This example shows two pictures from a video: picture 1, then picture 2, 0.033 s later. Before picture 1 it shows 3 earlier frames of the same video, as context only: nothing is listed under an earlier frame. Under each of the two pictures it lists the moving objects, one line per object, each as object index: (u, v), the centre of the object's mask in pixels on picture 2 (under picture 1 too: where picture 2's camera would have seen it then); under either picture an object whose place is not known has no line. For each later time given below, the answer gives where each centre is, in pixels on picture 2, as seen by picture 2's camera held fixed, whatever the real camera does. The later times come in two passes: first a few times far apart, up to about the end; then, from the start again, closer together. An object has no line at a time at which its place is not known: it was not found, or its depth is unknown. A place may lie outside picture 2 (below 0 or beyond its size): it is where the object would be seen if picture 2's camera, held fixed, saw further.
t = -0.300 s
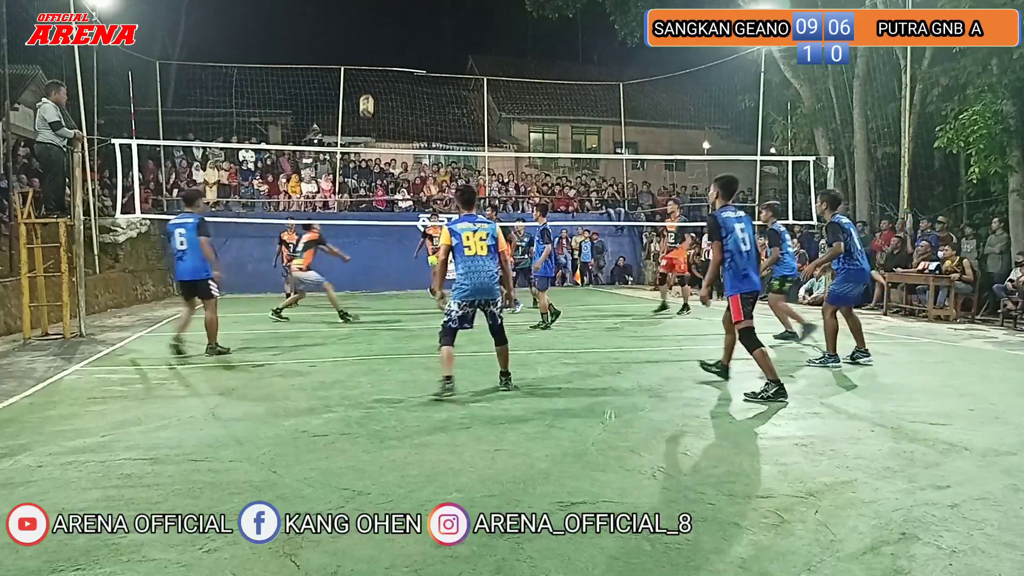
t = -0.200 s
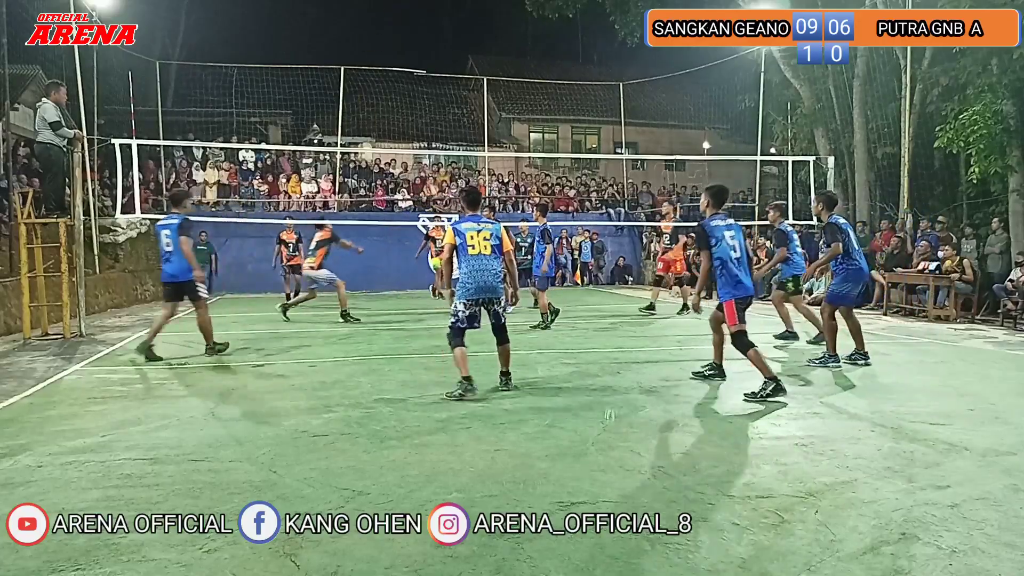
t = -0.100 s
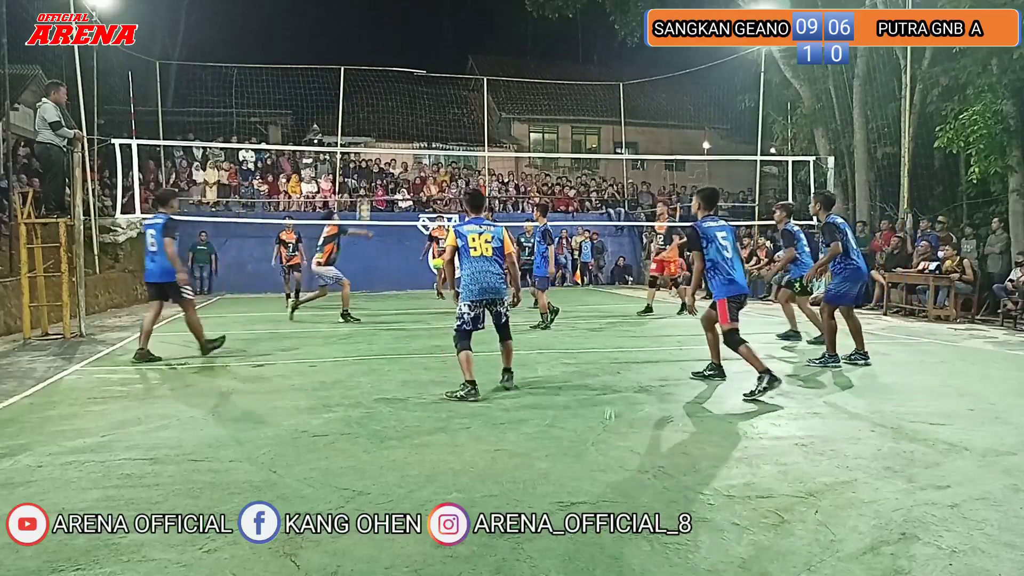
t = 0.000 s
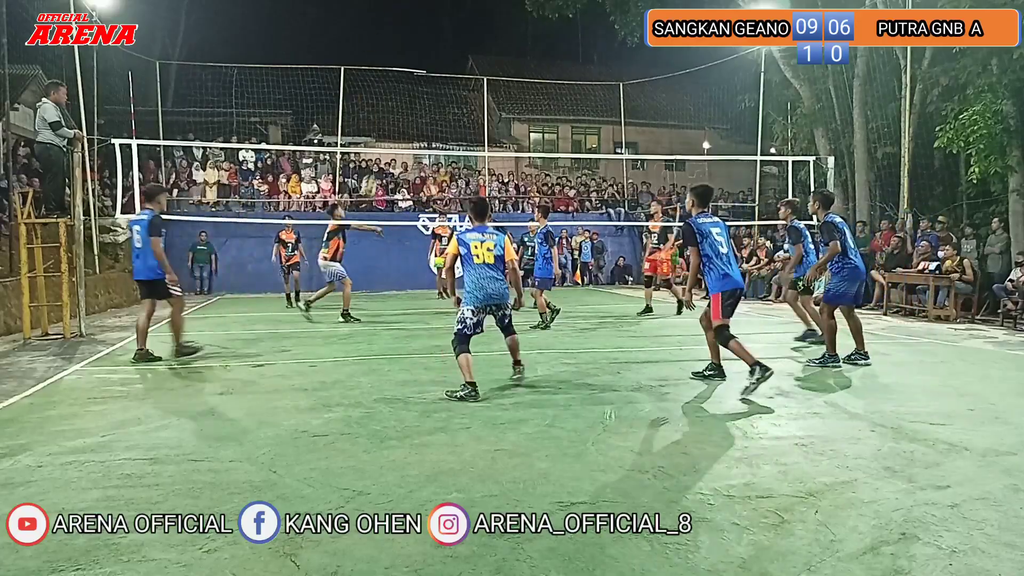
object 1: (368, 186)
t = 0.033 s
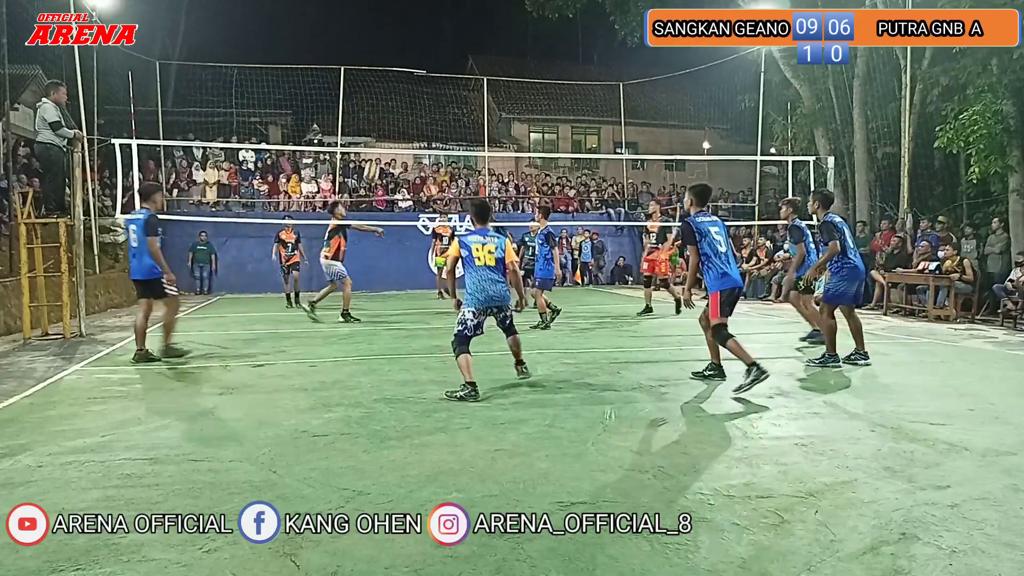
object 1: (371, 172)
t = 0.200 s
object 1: (384, 107)
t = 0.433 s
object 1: (404, 44)
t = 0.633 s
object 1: (424, 18)
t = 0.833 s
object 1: (446, 24)
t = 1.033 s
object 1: (471, 70)
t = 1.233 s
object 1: (500, 158)
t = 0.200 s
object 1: (384, 107)
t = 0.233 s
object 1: (387, 96)
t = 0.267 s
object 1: (389, 87)
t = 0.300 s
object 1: (392, 78)
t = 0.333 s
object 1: (395, 67)
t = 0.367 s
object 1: (398, 58)
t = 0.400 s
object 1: (401, 51)
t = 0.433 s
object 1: (404, 44)
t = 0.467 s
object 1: (407, 38)
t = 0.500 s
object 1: (411, 32)
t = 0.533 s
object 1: (414, 27)
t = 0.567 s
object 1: (417, 23)
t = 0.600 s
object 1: (421, 20)
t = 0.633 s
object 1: (424, 18)
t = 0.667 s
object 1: (427, 16)
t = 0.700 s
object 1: (431, 16)
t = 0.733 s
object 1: (434, 16)
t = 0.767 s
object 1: (438, 18)
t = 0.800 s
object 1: (442, 20)
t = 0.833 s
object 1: (446, 24)
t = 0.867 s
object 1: (450, 29)
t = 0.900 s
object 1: (454, 35)
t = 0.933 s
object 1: (458, 42)
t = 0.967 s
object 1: (462, 51)
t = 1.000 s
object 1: (467, 59)
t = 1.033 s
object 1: (471, 70)
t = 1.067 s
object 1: (475, 81)
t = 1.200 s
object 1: (497, 140)
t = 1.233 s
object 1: (500, 158)
